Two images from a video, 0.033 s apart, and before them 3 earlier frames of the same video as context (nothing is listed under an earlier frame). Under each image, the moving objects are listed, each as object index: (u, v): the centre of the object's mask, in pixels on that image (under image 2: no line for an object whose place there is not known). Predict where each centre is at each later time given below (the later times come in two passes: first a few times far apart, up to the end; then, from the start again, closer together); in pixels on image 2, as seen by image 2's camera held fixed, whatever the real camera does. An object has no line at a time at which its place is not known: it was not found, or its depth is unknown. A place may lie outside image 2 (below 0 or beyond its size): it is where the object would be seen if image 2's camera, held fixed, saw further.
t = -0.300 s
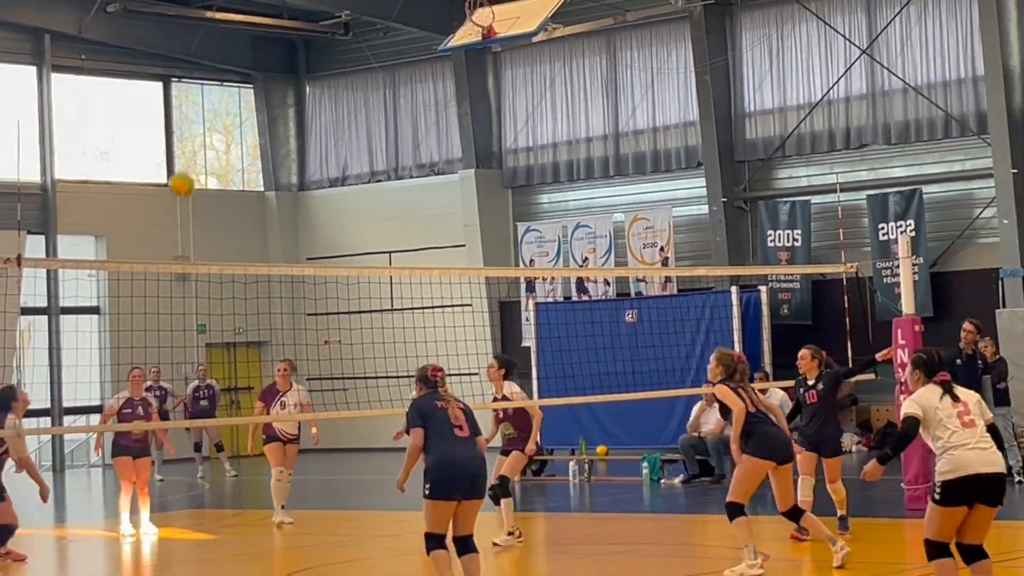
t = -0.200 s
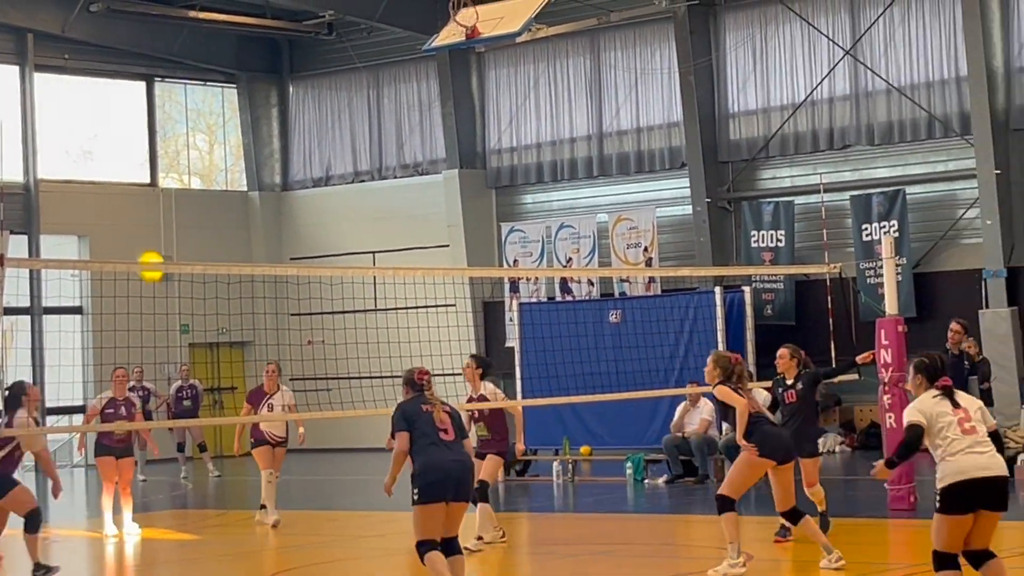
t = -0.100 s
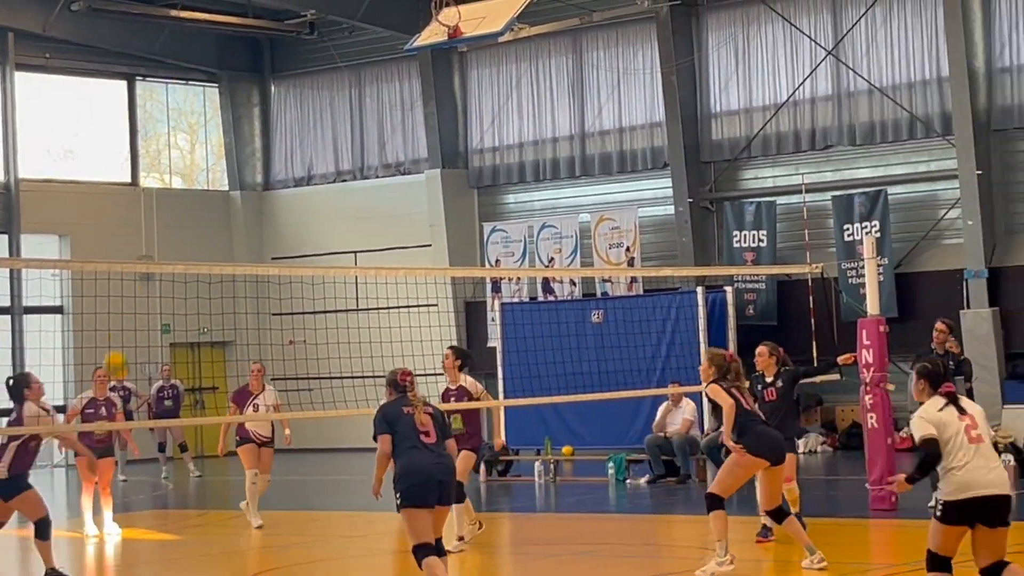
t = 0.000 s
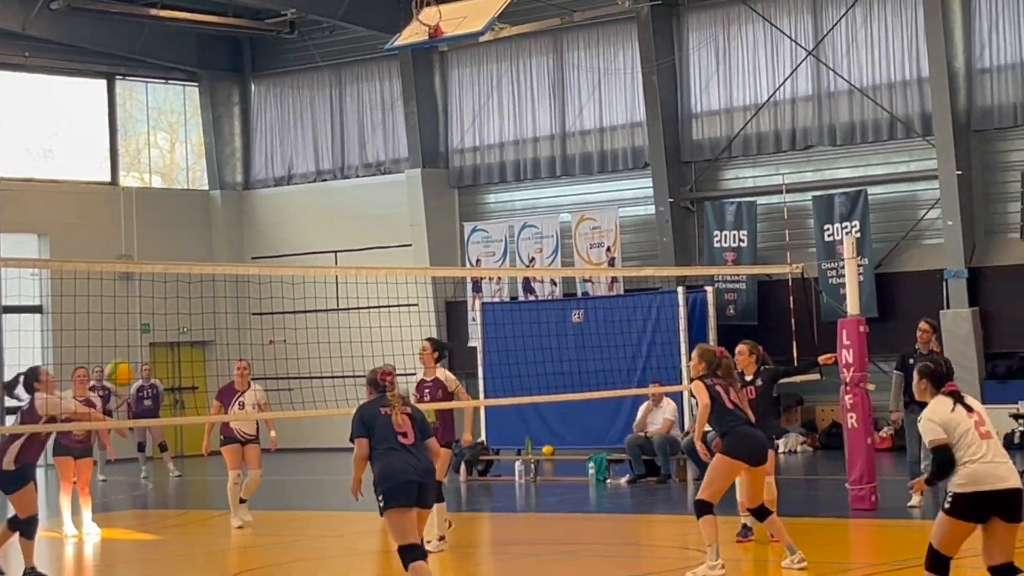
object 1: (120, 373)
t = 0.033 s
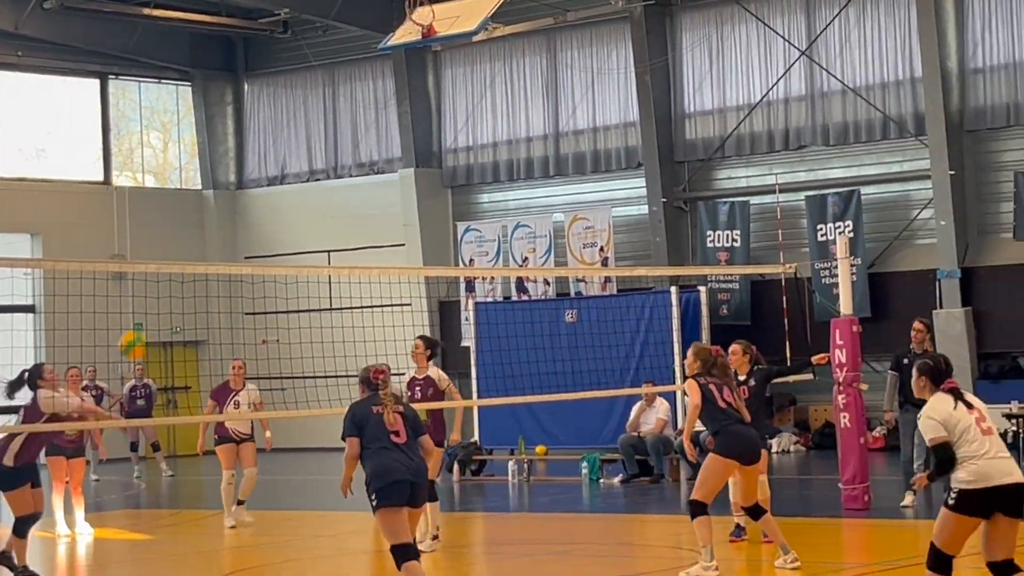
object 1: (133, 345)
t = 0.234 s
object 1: (268, 200)
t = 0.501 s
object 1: (458, 92)
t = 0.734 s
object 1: (643, 79)
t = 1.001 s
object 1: (886, 179)
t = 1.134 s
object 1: (1030, 287)
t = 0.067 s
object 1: (156, 317)
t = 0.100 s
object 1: (177, 292)
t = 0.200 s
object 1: (244, 220)
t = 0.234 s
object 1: (268, 200)
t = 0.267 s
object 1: (290, 181)
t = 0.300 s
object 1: (313, 164)
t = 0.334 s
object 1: (336, 148)
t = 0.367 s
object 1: (360, 134)
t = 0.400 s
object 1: (384, 121)
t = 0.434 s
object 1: (409, 110)
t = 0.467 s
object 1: (433, 100)
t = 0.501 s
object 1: (458, 92)
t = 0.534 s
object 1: (484, 85)
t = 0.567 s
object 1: (509, 80)
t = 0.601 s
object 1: (536, 76)
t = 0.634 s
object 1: (562, 74)
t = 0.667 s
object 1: (588, 73)
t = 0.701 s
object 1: (615, 75)
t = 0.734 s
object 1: (643, 79)
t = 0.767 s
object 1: (671, 84)
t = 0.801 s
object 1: (699, 91)
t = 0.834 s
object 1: (729, 100)
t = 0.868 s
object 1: (759, 112)
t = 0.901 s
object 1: (790, 125)
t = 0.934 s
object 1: (821, 141)
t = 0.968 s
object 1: (853, 159)
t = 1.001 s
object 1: (886, 179)
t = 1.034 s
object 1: (920, 203)
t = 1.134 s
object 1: (1030, 287)
